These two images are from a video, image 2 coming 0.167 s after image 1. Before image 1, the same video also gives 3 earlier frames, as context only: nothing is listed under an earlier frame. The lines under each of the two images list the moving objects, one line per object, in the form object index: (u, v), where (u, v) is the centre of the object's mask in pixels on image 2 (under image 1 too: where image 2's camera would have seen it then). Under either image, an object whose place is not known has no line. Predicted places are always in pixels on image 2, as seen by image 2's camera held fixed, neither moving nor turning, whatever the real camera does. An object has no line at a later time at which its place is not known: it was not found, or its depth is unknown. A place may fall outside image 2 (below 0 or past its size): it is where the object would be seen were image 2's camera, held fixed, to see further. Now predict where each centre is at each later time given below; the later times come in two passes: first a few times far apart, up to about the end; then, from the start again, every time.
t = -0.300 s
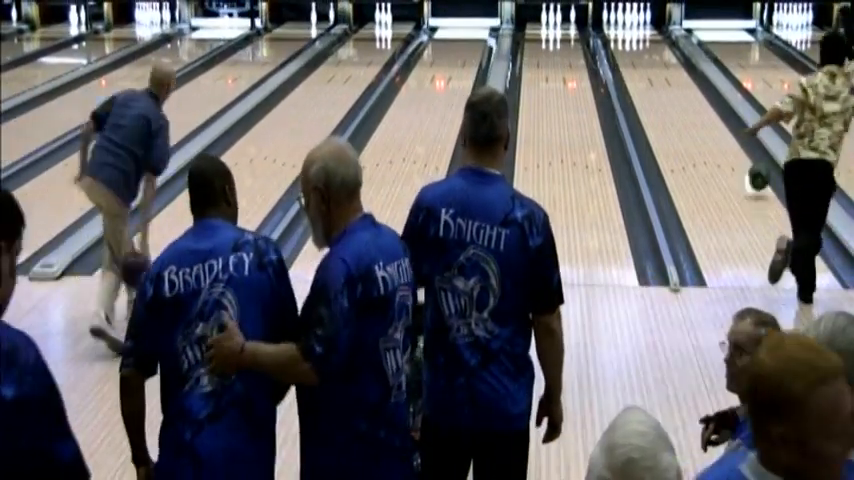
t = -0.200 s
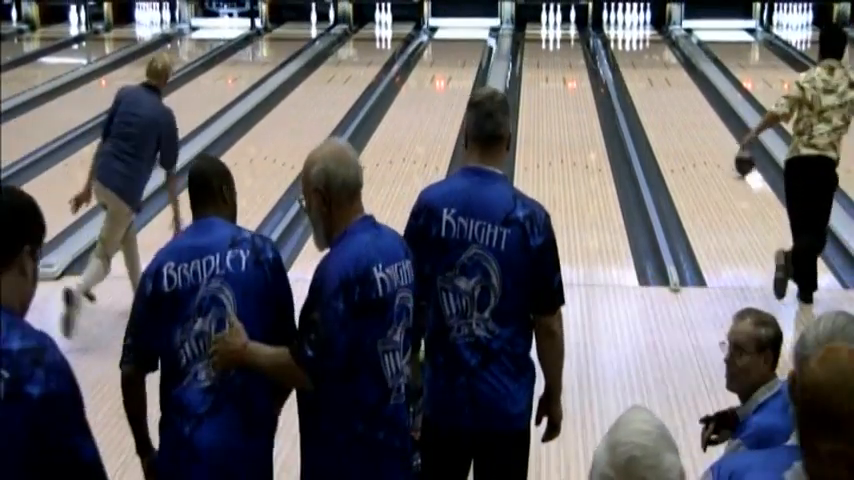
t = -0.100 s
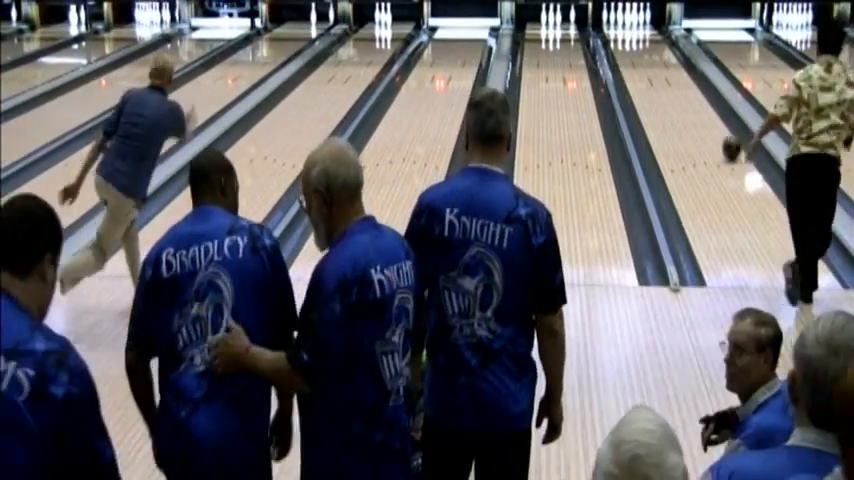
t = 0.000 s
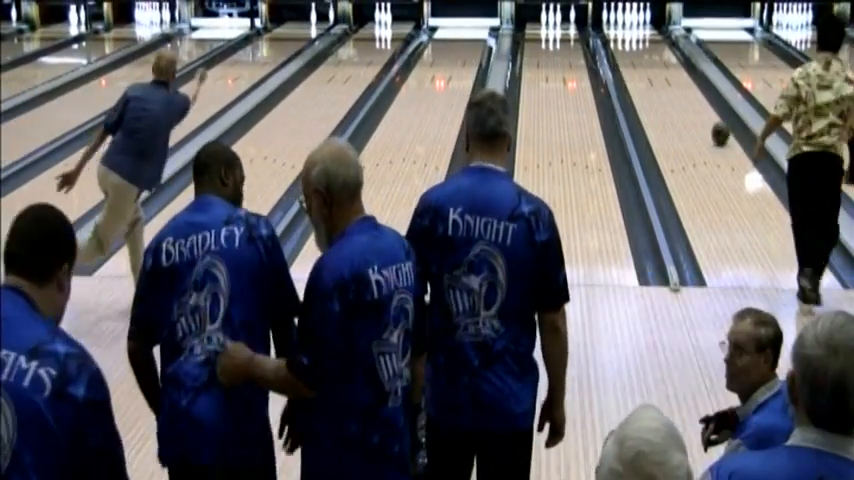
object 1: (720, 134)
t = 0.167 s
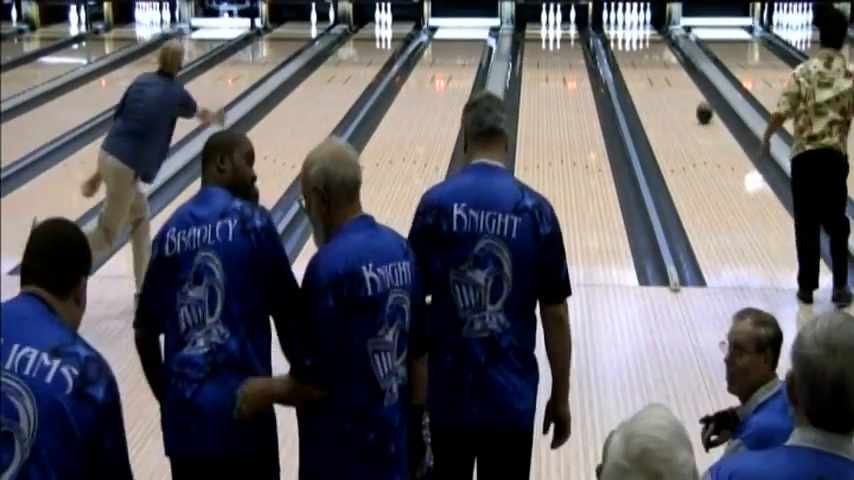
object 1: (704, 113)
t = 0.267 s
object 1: (695, 102)
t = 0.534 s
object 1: (675, 77)
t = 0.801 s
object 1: (659, 57)
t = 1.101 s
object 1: (644, 39)
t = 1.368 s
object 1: (632, 26)
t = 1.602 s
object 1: (618, 20)
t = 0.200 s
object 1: (701, 109)
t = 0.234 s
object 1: (698, 106)
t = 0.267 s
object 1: (695, 102)
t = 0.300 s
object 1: (692, 98)
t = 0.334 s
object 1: (690, 95)
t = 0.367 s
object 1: (687, 91)
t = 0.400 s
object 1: (685, 88)
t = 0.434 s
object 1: (682, 85)
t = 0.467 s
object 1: (680, 82)
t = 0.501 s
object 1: (678, 80)
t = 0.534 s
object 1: (675, 77)
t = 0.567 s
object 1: (673, 73)
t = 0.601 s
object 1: (671, 71)
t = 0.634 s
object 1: (669, 69)
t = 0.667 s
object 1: (667, 67)
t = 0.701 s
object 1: (665, 64)
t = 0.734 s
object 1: (663, 61)
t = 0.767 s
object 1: (661, 59)
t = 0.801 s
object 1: (659, 57)
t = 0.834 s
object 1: (657, 54)
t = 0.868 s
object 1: (656, 52)
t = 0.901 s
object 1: (654, 50)
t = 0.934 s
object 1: (653, 49)
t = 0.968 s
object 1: (650, 47)
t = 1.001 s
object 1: (648, 44)
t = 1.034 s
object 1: (646, 42)
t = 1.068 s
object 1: (645, 41)
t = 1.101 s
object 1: (644, 39)
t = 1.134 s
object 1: (642, 36)
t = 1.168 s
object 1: (641, 34)
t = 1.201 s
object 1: (640, 32)
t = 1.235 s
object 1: (637, 32)
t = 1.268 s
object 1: (636, 30)
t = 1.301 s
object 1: (635, 29)
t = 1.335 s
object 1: (633, 27)
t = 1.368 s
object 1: (632, 26)
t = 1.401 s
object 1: (630, 26)
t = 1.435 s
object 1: (629, 23)
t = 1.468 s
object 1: (627, 23)
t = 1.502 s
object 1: (627, 22)
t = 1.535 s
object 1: (625, 20)
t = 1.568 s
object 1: (622, 19)
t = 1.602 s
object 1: (618, 20)
